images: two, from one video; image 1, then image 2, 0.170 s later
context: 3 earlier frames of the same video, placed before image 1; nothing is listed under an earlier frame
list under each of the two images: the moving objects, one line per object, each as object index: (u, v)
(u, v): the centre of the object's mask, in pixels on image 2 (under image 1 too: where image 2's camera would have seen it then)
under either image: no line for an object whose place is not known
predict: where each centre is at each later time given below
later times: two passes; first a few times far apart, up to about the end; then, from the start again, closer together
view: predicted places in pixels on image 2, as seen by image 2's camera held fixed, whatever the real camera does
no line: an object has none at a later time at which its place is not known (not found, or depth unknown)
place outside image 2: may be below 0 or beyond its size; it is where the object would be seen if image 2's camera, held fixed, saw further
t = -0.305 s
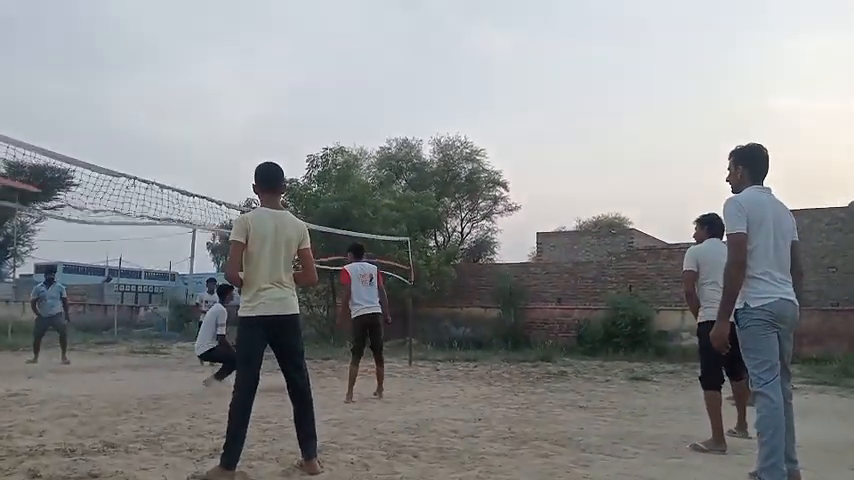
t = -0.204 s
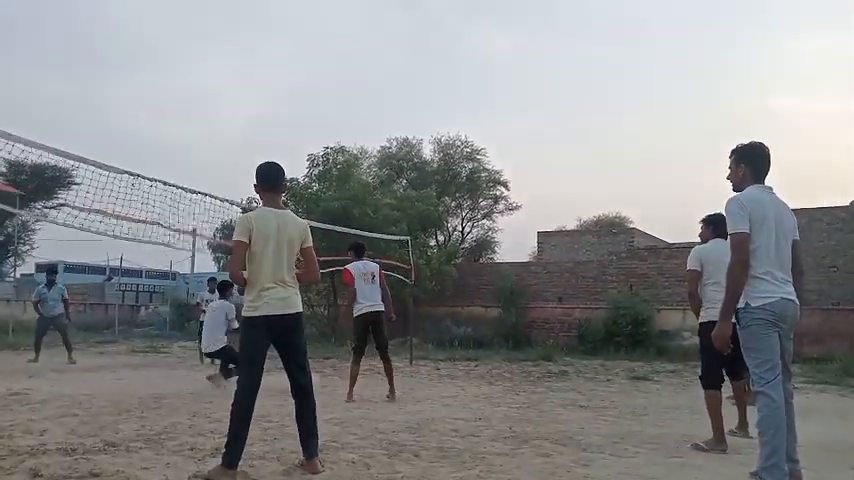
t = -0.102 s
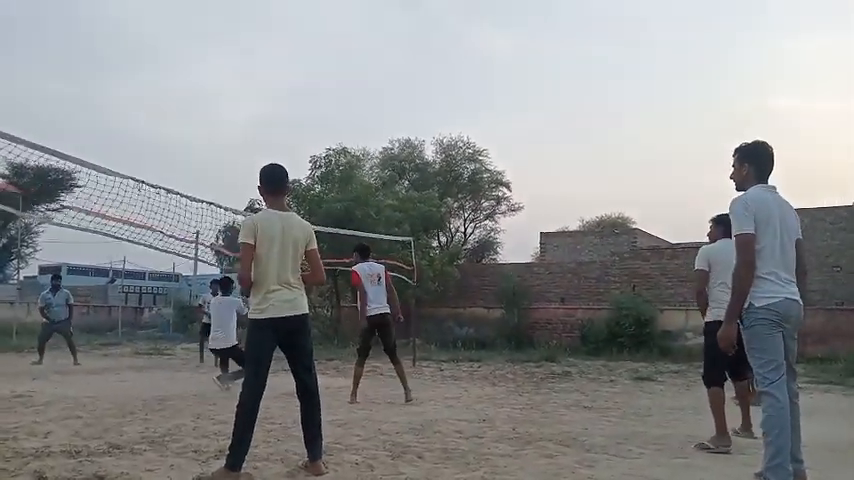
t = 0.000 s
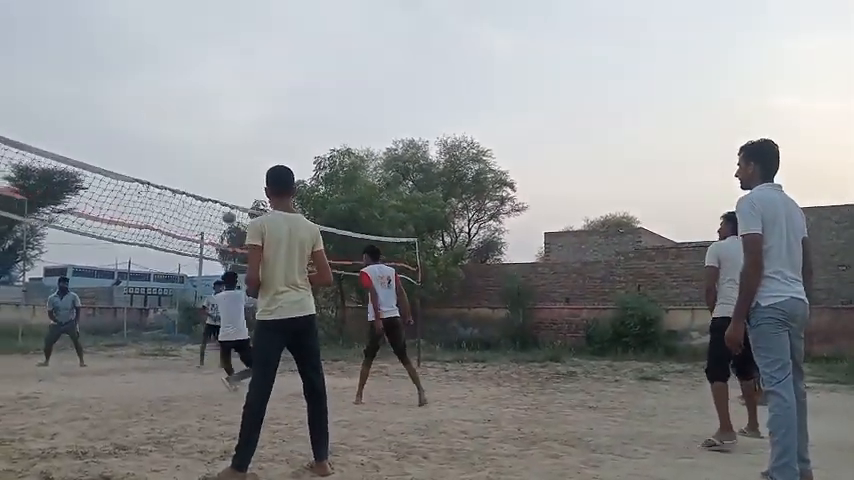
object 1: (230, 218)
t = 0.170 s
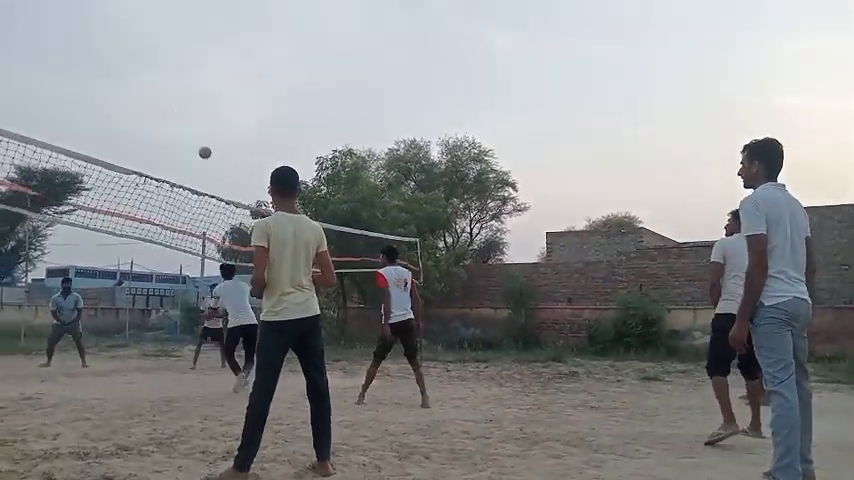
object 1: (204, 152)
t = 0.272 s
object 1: (189, 124)
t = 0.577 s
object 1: (145, 84)
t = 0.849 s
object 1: (106, 100)
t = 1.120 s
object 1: (66, 162)
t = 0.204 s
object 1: (199, 142)
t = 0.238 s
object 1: (194, 132)
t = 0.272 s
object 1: (189, 124)
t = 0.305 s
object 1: (183, 116)
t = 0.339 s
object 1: (178, 109)
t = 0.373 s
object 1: (173, 104)
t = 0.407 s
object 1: (169, 99)
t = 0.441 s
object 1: (164, 94)
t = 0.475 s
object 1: (160, 90)
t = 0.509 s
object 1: (155, 87)
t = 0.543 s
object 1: (150, 85)
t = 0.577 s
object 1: (145, 84)
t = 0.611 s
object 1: (140, 84)
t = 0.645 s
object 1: (135, 84)
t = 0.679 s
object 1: (130, 85)
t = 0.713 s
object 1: (125, 87)
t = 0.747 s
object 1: (120, 89)
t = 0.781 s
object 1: (115, 92)
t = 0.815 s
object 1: (110, 95)
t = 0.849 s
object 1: (106, 100)
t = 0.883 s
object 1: (101, 105)
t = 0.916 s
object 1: (96, 111)
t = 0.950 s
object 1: (91, 117)
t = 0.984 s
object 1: (86, 124)
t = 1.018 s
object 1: (82, 132)
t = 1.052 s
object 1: (76, 140)
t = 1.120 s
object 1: (66, 162)
